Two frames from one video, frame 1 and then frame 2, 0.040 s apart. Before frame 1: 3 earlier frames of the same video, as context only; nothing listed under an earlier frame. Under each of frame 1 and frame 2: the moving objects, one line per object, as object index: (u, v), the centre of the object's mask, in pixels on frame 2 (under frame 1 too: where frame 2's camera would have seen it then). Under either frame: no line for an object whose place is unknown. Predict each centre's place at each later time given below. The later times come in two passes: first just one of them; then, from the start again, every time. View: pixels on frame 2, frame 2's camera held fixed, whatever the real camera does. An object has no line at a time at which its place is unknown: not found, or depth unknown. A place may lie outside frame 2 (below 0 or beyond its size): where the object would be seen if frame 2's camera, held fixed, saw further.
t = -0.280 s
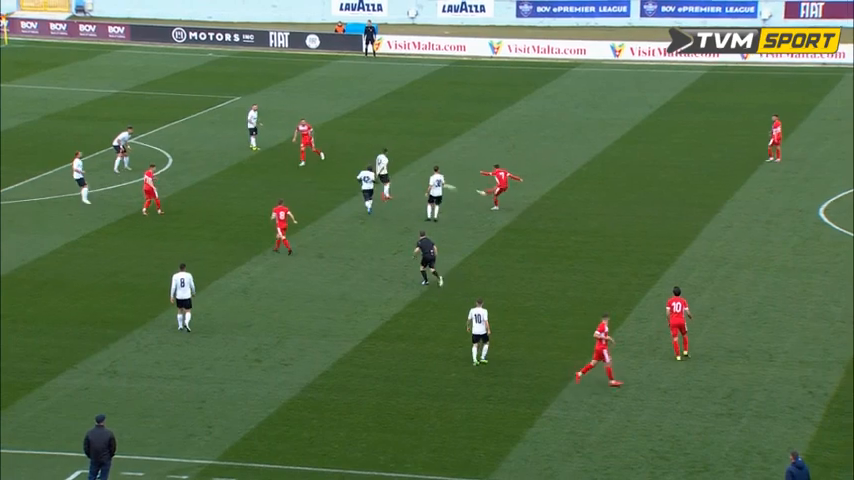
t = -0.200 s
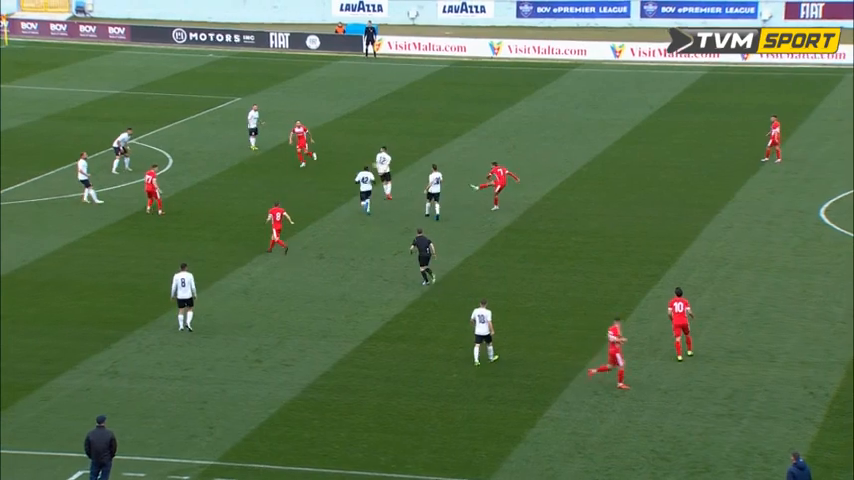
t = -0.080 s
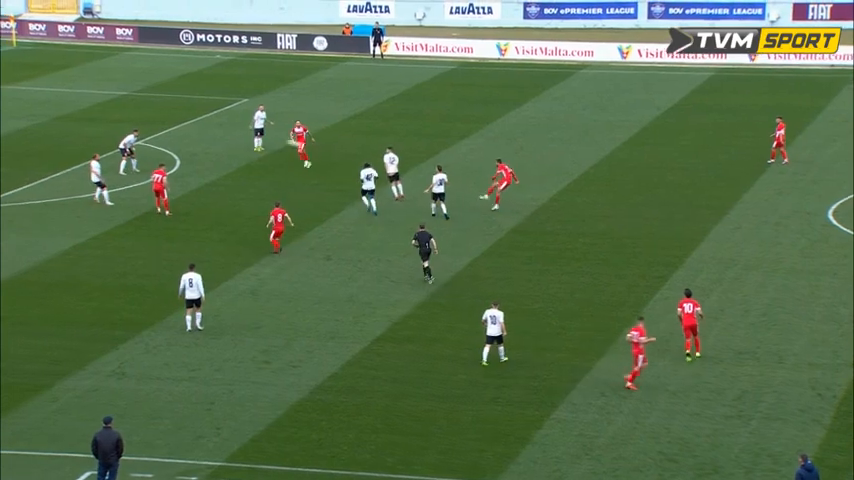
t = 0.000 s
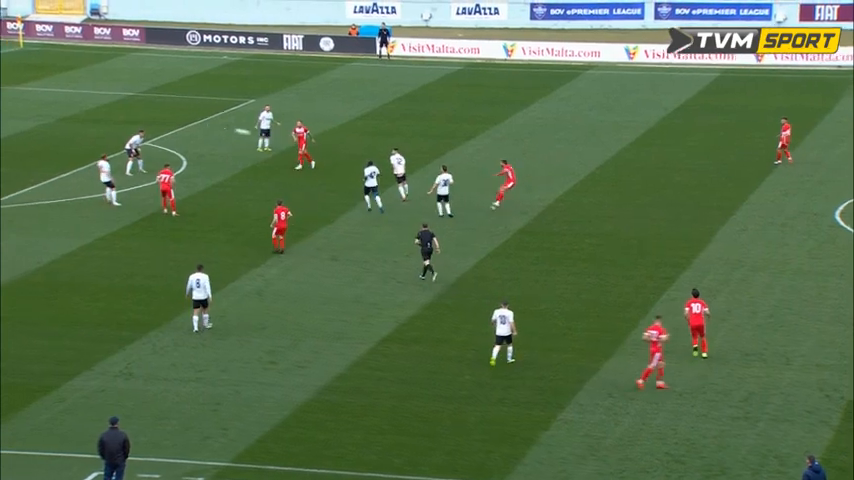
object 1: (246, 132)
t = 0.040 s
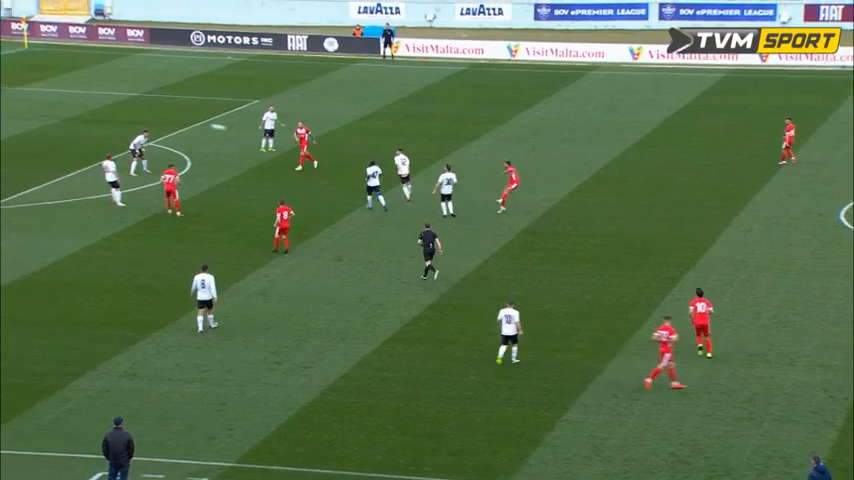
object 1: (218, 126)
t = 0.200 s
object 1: (110, 112)
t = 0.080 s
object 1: (190, 122)
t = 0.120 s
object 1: (163, 118)
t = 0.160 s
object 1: (136, 115)
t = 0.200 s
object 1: (110, 112)
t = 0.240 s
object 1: (84, 110)
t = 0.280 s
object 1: (59, 108)
